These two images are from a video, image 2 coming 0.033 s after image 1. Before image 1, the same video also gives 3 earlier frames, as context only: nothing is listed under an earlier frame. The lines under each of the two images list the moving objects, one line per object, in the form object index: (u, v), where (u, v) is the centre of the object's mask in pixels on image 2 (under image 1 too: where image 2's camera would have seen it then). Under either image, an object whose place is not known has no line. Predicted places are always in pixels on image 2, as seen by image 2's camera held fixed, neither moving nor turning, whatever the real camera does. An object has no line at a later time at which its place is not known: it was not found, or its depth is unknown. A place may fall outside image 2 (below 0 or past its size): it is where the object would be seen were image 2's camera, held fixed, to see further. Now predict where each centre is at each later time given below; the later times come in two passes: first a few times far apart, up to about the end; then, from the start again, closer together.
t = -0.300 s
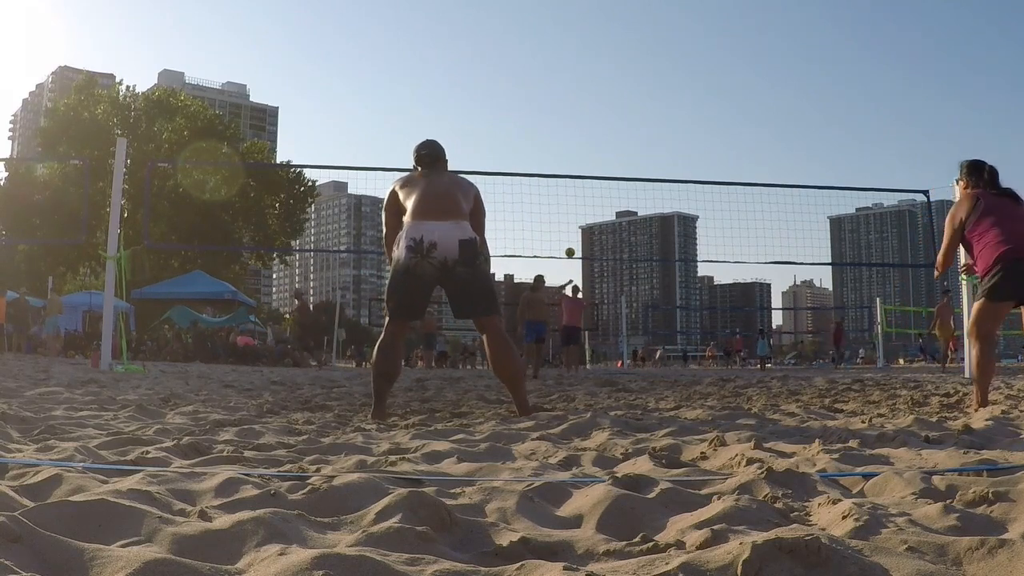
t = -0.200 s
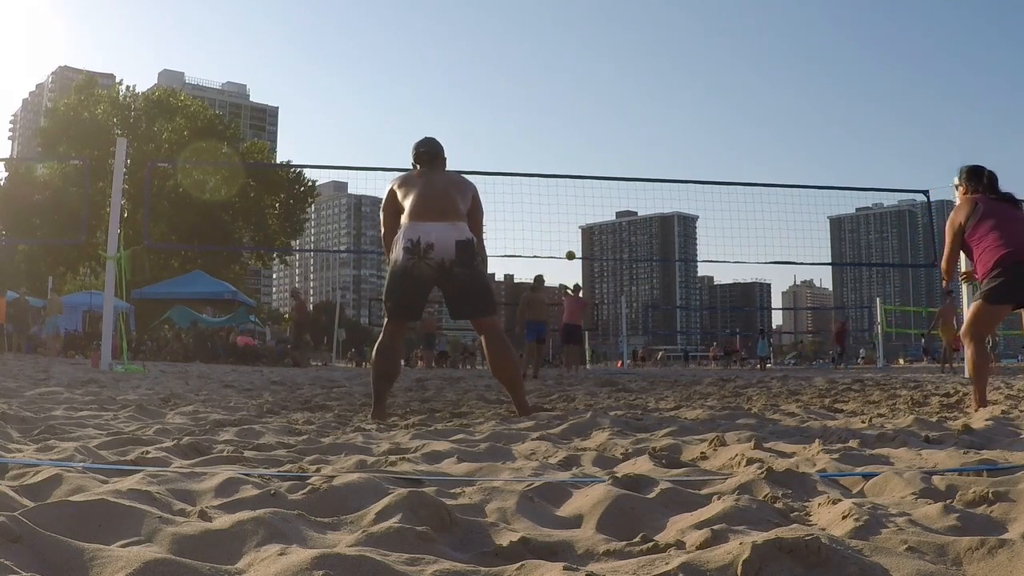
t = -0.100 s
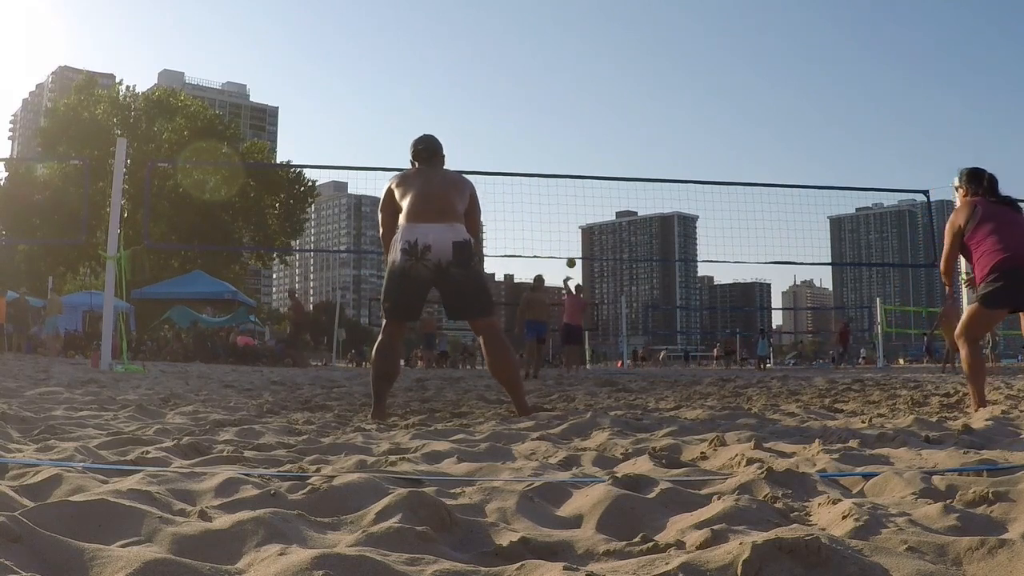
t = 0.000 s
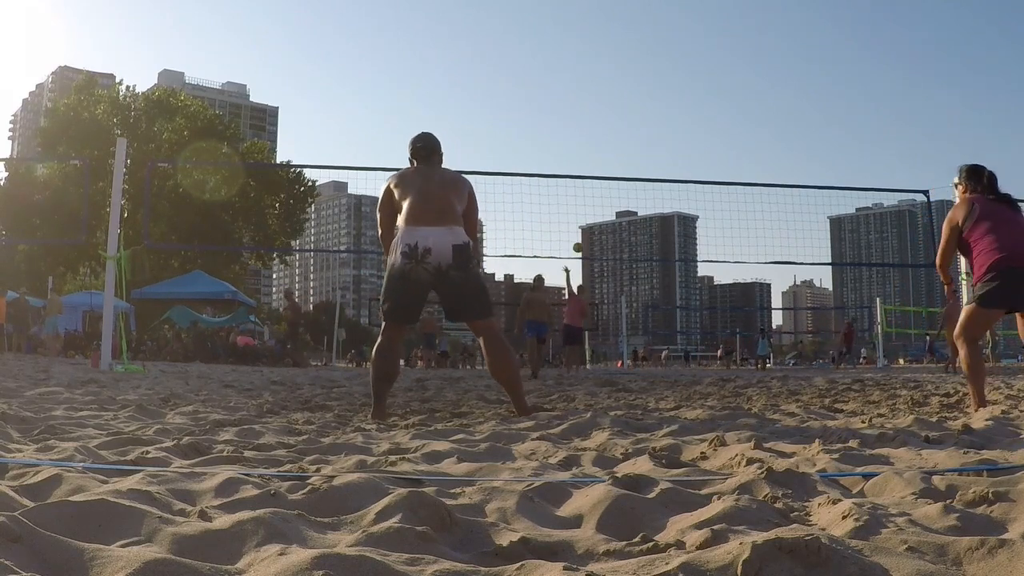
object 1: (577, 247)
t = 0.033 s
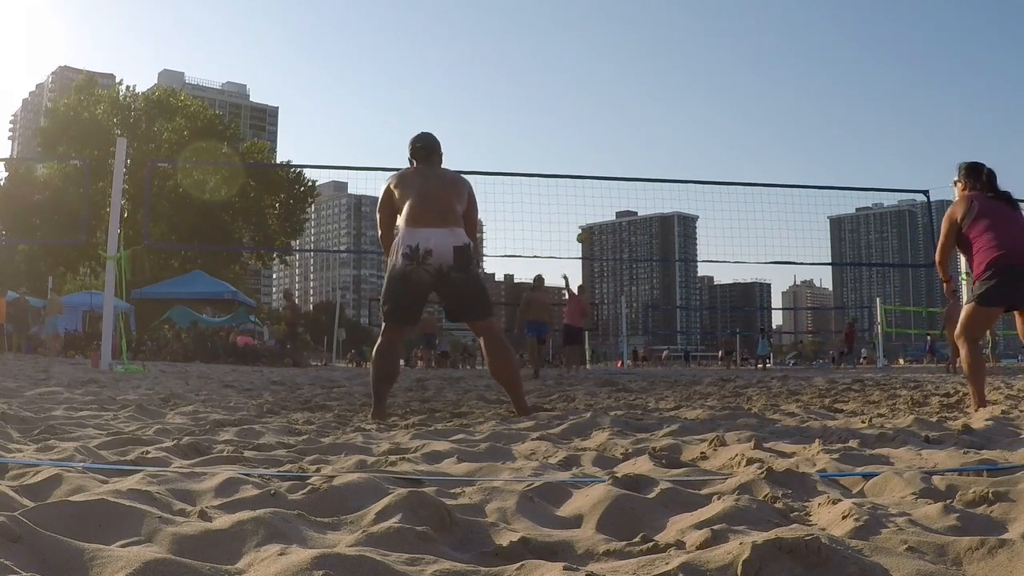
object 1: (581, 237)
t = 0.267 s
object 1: (610, 176)
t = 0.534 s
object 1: (663, 124)
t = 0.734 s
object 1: (728, 102)
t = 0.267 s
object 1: (610, 176)
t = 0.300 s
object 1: (615, 169)
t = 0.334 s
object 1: (621, 161)
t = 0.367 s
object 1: (627, 154)
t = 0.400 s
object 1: (633, 148)
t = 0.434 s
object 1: (640, 141)
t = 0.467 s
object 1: (647, 135)
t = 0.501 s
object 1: (655, 130)
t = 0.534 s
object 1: (663, 124)
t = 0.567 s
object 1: (672, 119)
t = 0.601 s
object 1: (682, 114)
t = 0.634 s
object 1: (692, 110)
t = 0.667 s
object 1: (703, 107)
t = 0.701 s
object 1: (715, 104)
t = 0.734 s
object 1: (728, 102)
